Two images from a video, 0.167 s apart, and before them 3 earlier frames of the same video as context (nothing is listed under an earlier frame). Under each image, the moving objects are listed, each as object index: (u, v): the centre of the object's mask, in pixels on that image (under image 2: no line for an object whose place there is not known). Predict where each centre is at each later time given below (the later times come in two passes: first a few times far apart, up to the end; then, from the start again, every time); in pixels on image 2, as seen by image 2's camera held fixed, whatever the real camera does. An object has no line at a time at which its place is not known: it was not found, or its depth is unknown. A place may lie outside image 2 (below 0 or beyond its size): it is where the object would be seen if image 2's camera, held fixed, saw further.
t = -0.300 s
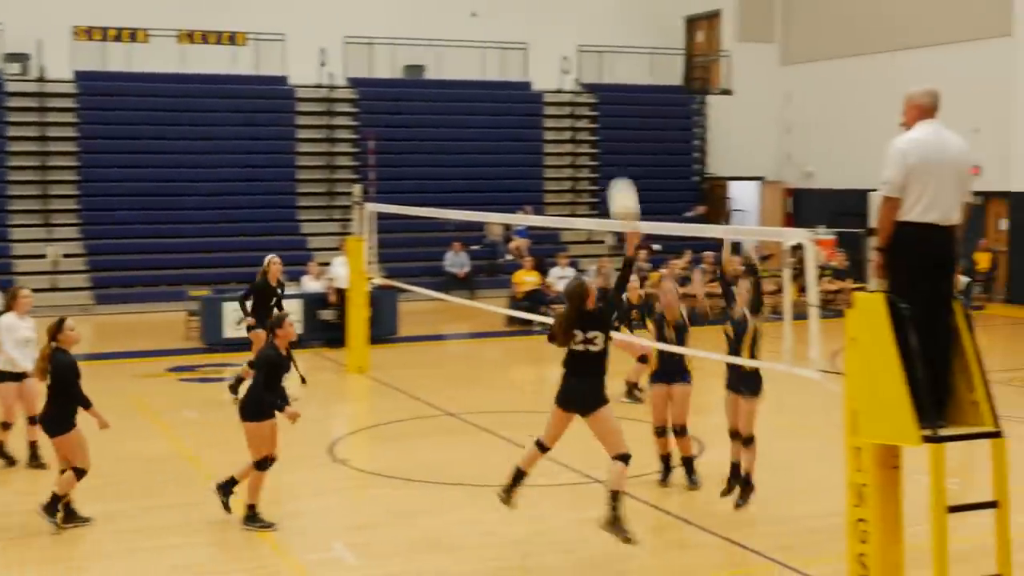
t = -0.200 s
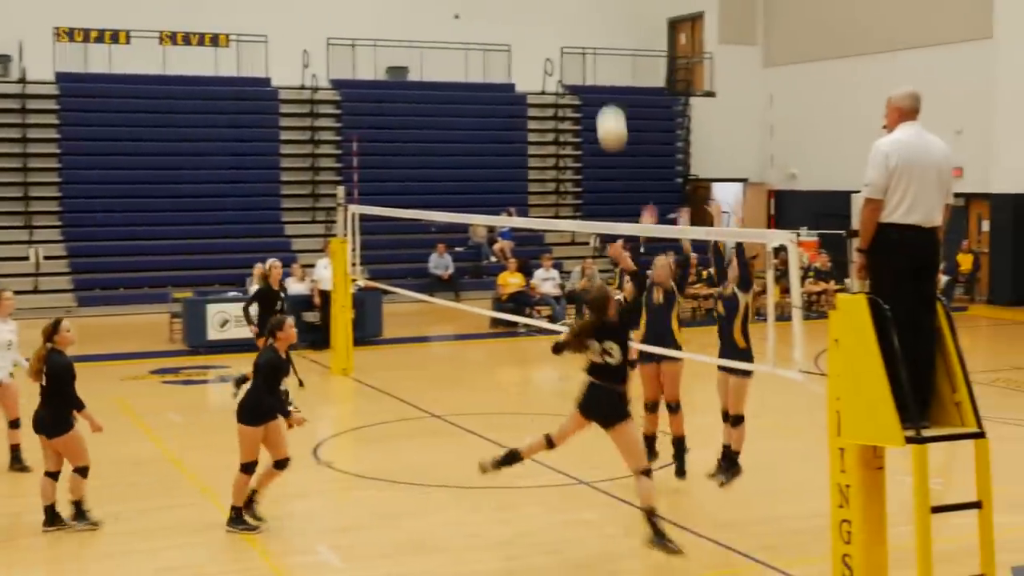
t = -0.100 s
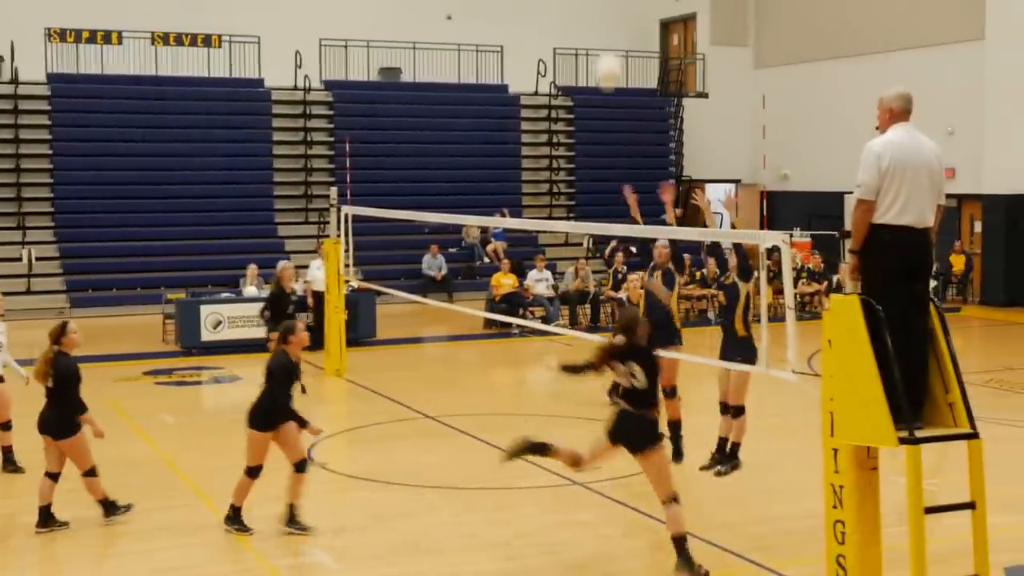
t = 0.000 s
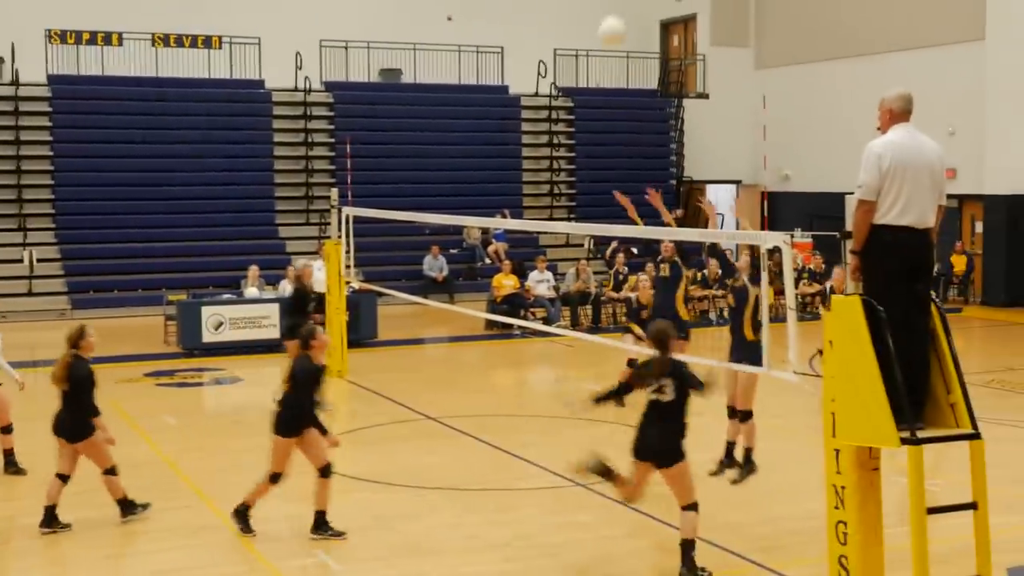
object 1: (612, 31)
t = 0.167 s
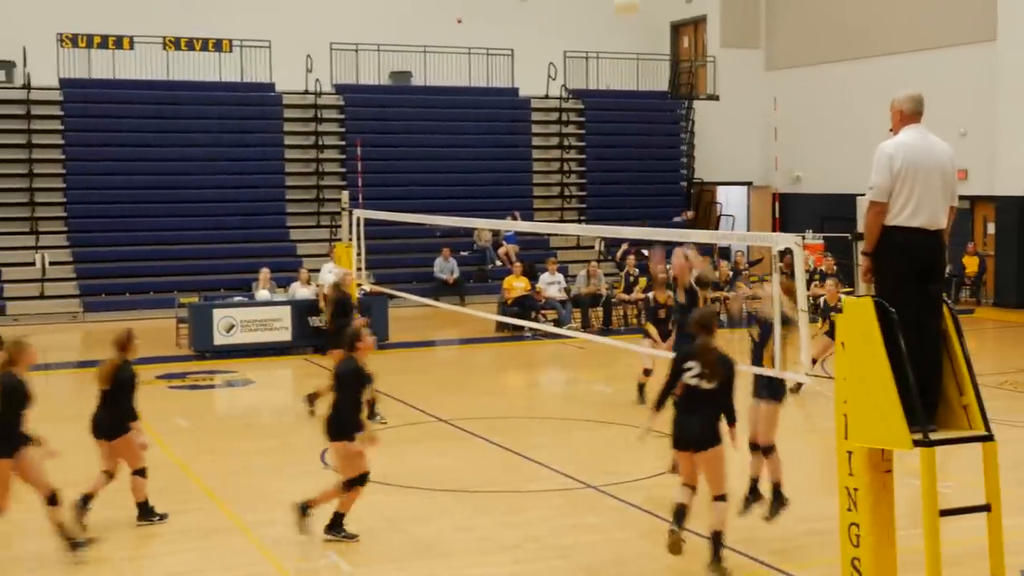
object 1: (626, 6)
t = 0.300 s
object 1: (631, 7)
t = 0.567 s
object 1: (636, 58)
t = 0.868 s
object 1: (640, 199)
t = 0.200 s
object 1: (628, 5)
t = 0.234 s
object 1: (628, 5)
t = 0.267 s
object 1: (630, 6)
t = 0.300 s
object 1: (631, 7)
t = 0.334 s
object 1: (632, 8)
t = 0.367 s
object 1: (631, 11)
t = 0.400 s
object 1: (632, 14)
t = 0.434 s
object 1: (632, 21)
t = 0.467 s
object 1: (634, 30)
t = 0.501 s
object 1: (635, 38)
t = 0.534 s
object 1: (635, 49)
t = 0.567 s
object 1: (636, 58)
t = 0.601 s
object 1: (636, 69)
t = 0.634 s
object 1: (637, 86)
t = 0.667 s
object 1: (637, 100)
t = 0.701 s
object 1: (638, 115)
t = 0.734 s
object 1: (639, 130)
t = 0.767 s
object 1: (639, 146)
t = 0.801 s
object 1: (639, 163)
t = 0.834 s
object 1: (640, 180)
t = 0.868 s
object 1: (640, 199)
